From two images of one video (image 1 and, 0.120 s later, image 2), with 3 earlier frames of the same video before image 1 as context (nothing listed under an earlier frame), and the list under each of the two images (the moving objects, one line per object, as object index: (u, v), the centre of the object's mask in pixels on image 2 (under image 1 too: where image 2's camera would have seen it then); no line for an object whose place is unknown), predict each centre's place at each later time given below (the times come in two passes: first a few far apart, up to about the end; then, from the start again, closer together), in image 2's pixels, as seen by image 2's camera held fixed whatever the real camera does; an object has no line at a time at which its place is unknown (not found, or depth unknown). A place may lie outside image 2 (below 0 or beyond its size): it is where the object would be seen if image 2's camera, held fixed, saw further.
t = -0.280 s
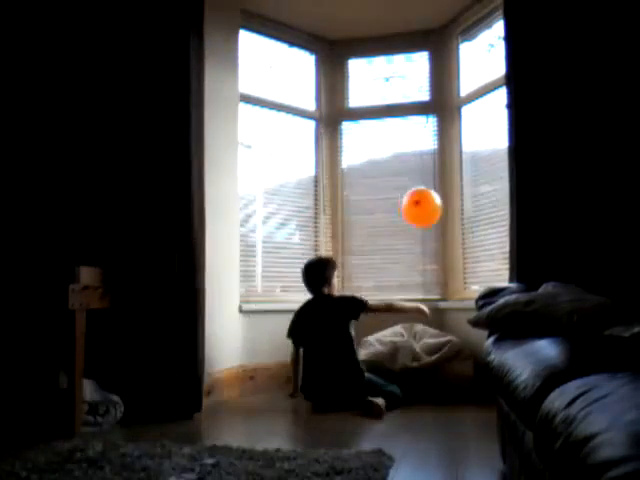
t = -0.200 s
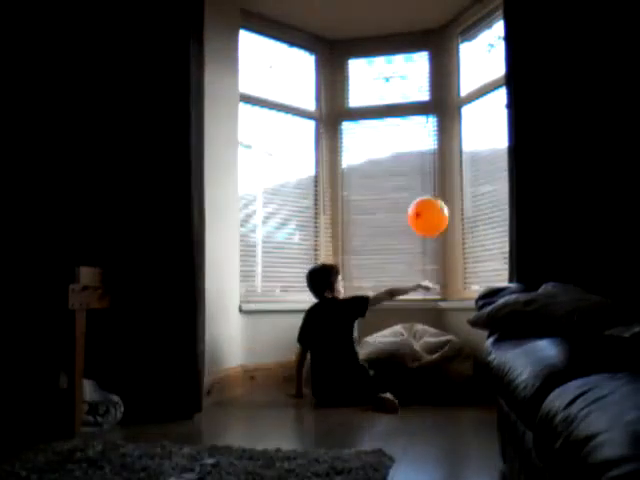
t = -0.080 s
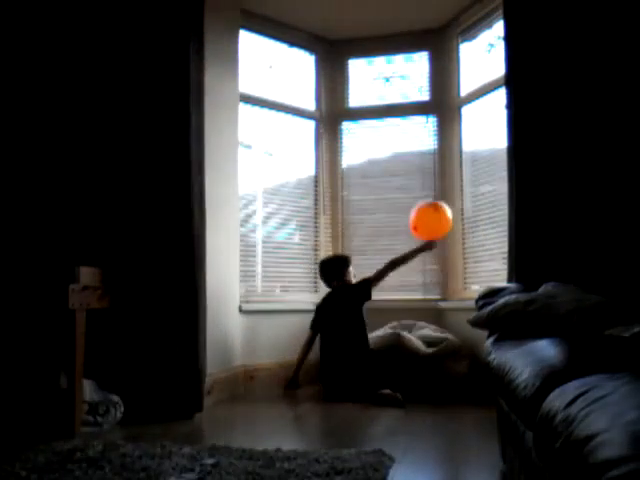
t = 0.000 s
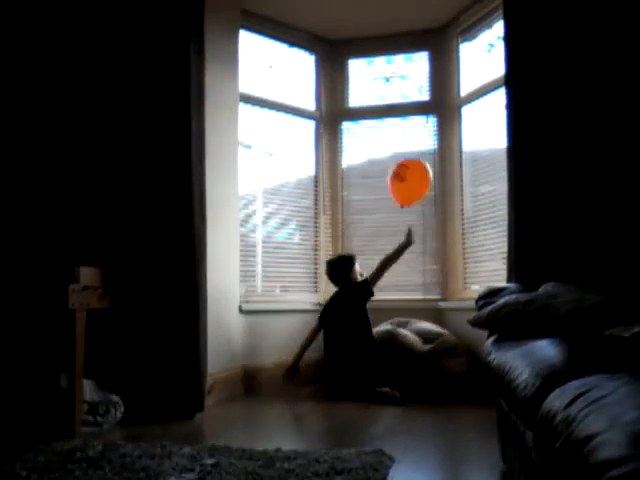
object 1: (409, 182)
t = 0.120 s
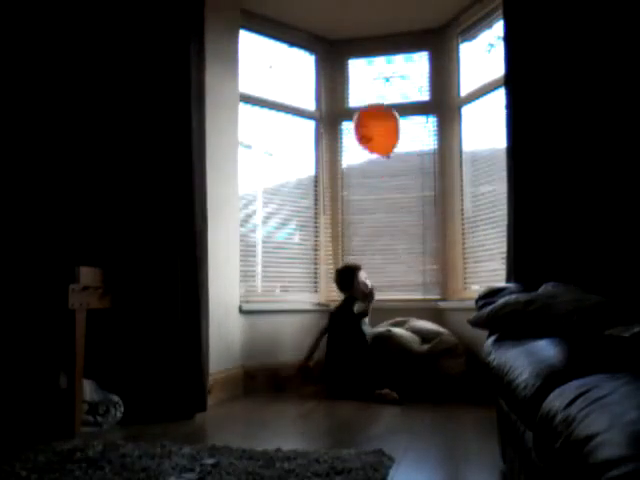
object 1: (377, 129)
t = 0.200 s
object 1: (353, 102)
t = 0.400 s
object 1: (312, 66)
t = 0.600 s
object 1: (286, 58)
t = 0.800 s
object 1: (267, 64)
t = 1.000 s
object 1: (251, 86)
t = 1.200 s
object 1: (242, 122)
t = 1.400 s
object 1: (237, 171)
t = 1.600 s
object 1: (235, 232)
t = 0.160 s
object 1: (365, 115)
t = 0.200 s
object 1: (353, 102)
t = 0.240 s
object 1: (343, 92)
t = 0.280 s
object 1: (334, 83)
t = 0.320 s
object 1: (325, 76)
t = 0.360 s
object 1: (319, 70)
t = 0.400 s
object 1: (312, 66)
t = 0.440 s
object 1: (306, 64)
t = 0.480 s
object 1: (301, 61)
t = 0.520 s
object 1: (296, 60)
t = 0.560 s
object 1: (291, 59)
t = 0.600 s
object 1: (286, 58)
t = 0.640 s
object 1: (282, 58)
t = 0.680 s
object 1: (278, 59)
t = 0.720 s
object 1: (274, 60)
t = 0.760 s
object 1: (270, 62)
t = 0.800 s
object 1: (267, 64)
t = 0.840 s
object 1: (264, 68)
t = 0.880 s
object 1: (260, 71)
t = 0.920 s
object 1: (257, 75)
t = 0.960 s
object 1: (254, 80)
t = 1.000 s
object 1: (251, 86)
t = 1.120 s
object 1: (245, 106)
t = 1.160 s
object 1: (243, 114)
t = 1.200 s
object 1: (242, 122)
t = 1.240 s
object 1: (241, 130)
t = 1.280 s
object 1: (240, 140)
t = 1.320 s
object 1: (239, 150)
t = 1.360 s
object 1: (238, 160)
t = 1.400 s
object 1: (237, 171)
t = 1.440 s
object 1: (236, 183)
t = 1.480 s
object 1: (236, 194)
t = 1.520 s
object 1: (235, 206)
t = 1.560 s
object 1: (235, 219)
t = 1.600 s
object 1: (235, 232)
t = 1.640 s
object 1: (235, 245)
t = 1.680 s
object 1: (236, 259)
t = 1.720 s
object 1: (236, 273)
